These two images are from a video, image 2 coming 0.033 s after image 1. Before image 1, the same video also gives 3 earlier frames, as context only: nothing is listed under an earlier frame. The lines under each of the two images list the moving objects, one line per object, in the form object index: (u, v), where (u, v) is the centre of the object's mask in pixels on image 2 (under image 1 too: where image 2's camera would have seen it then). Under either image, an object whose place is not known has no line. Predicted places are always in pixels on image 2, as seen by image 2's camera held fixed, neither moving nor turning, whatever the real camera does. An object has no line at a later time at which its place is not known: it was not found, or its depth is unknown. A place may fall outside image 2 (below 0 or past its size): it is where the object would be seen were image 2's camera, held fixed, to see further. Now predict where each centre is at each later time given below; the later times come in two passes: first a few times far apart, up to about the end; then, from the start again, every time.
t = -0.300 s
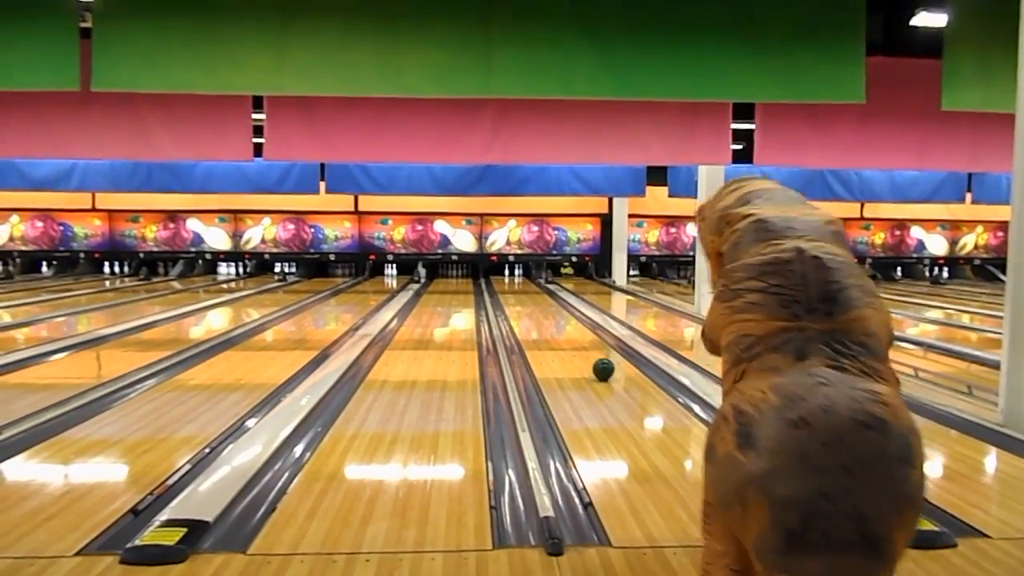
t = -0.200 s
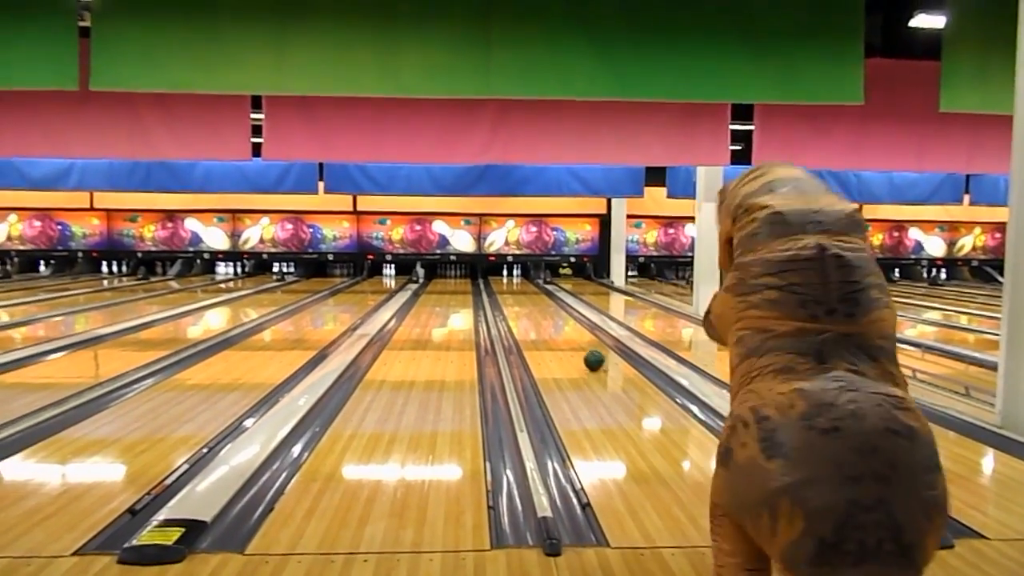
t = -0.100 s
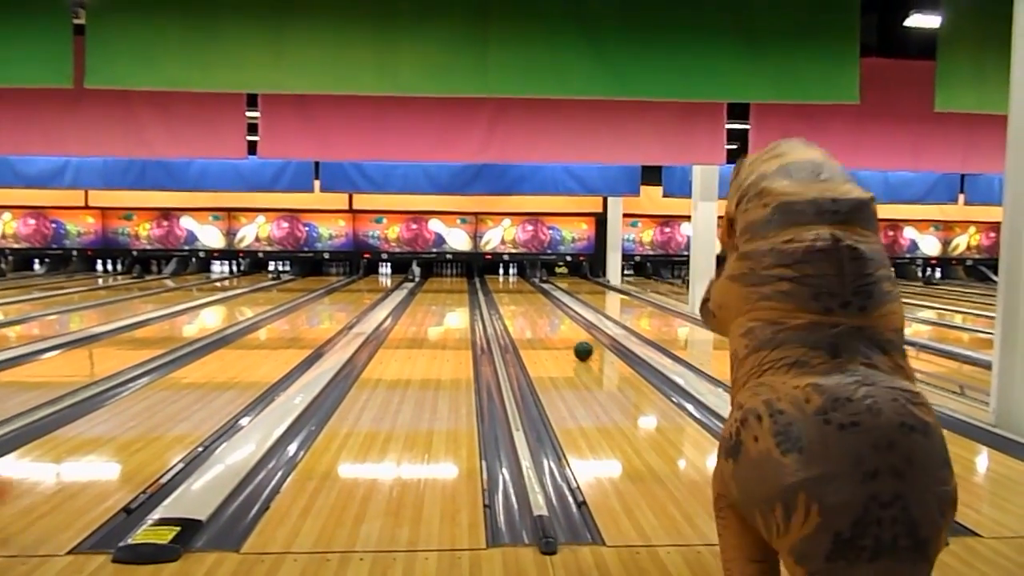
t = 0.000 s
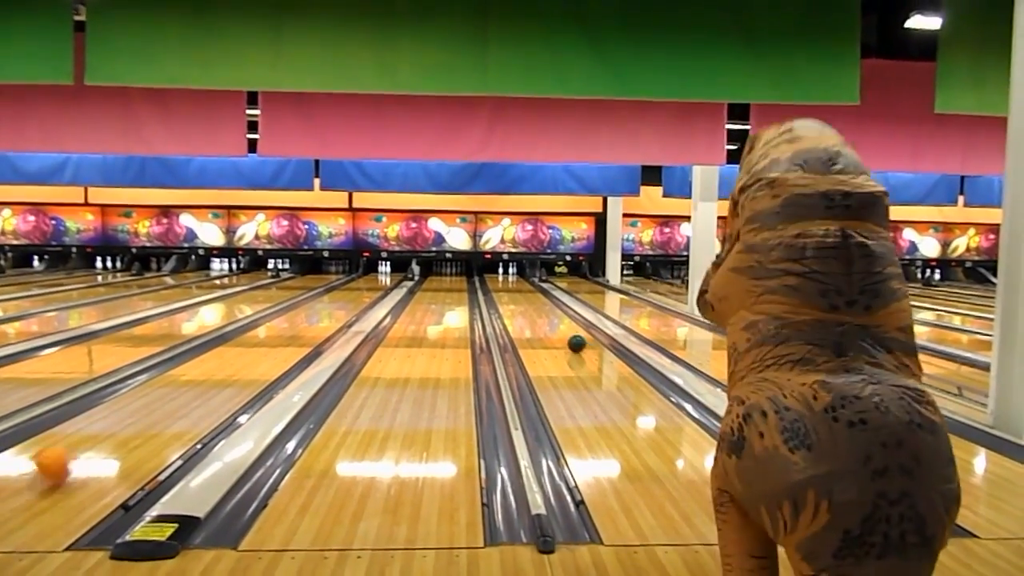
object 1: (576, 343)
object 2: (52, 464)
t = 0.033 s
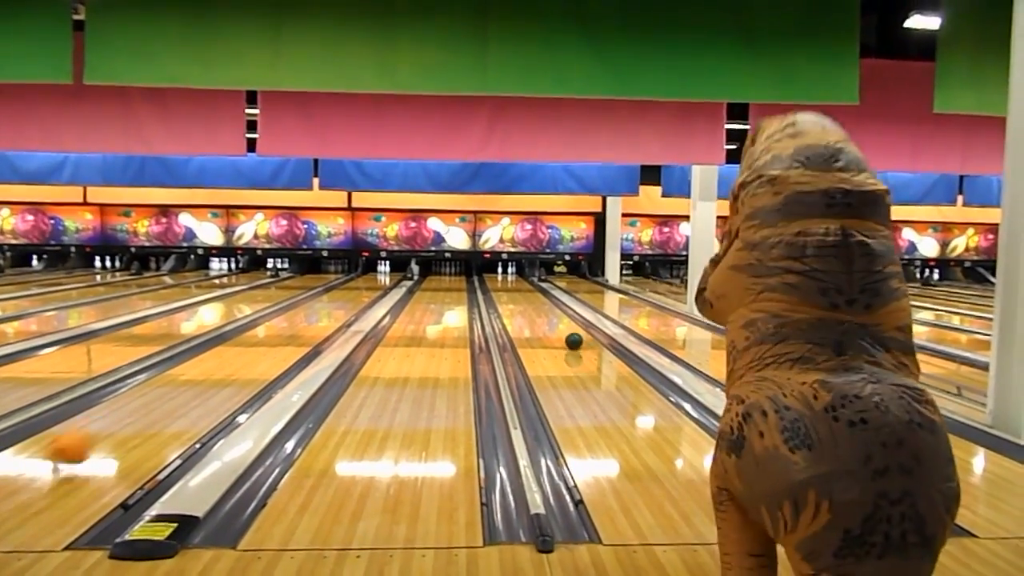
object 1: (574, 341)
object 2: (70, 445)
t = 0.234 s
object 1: (565, 330)
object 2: (151, 397)
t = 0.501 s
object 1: (555, 318)
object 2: (212, 355)
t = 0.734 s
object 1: (548, 310)
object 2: (245, 332)
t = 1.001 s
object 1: (542, 302)
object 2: (270, 315)
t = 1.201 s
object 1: (539, 297)
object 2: (283, 307)
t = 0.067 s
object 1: (572, 339)
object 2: (87, 435)
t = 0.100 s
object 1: (571, 337)
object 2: (103, 426)
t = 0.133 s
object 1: (569, 335)
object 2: (117, 420)
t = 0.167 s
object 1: (567, 333)
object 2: (129, 411)
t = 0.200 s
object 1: (566, 331)
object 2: (140, 405)
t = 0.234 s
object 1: (565, 330)
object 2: (151, 397)
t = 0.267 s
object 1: (563, 328)
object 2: (162, 389)
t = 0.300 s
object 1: (562, 326)
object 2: (169, 385)
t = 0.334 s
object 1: (560, 325)
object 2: (178, 378)
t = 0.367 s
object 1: (559, 323)
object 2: (186, 373)
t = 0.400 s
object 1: (558, 322)
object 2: (193, 368)
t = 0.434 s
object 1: (557, 321)
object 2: (200, 364)
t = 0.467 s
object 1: (556, 319)
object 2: (207, 359)
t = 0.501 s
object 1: (555, 318)
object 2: (212, 355)
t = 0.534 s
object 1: (554, 317)
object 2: (218, 351)
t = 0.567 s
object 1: (553, 315)
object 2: (222, 347)
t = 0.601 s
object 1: (552, 314)
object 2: (227, 344)
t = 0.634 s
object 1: (551, 313)
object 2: (232, 341)
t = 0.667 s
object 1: (550, 312)
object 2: (236, 338)
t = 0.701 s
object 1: (549, 311)
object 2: (241, 335)
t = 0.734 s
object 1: (548, 310)
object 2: (245, 332)
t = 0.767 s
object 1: (547, 309)
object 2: (248, 330)
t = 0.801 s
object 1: (546, 308)
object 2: (251, 328)
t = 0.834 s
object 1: (546, 307)
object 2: (255, 325)
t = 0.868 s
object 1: (545, 306)
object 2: (258, 323)
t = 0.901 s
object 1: (544, 305)
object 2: (262, 321)
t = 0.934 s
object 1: (543, 304)
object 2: (265, 318)
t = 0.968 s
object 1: (543, 303)
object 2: (267, 317)
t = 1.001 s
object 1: (542, 302)
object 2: (270, 315)
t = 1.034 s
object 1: (542, 301)
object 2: (272, 313)
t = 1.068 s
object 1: (541, 300)
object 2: (275, 311)
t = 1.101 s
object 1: (540, 300)
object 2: (277, 310)
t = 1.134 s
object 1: (539, 299)
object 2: (280, 308)
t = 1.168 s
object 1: (539, 298)
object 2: (281, 307)
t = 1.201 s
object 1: (539, 297)
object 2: (283, 307)
